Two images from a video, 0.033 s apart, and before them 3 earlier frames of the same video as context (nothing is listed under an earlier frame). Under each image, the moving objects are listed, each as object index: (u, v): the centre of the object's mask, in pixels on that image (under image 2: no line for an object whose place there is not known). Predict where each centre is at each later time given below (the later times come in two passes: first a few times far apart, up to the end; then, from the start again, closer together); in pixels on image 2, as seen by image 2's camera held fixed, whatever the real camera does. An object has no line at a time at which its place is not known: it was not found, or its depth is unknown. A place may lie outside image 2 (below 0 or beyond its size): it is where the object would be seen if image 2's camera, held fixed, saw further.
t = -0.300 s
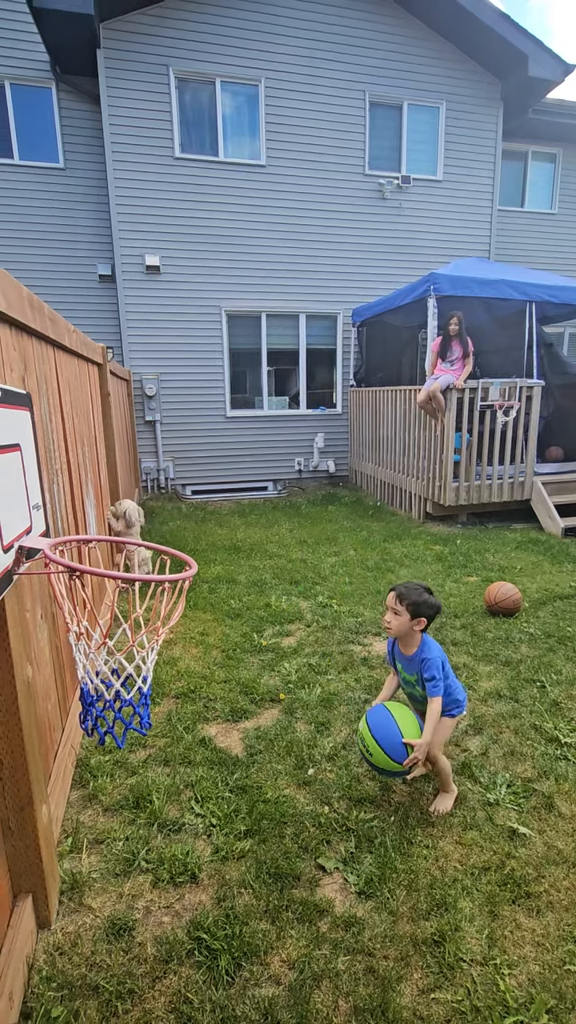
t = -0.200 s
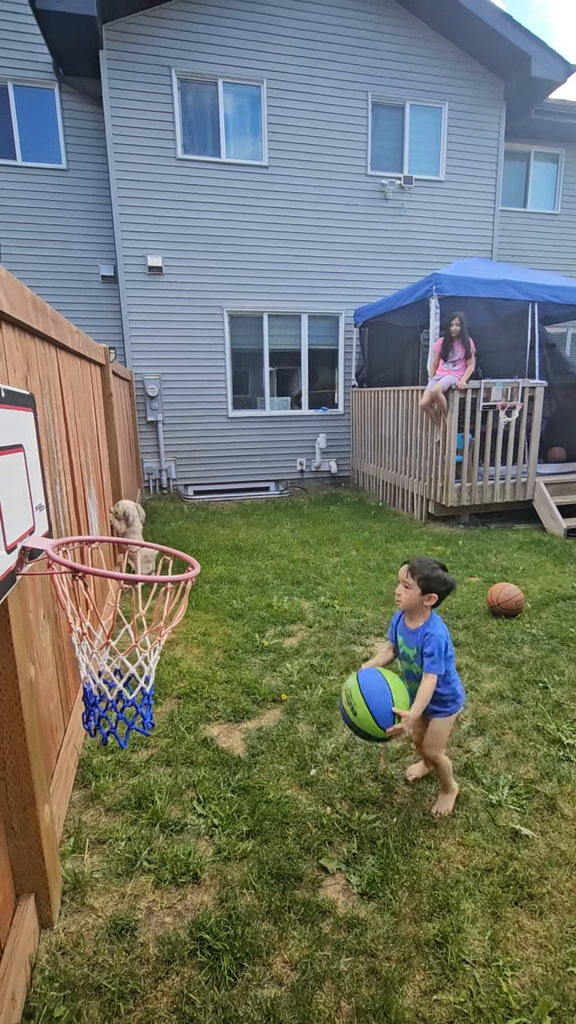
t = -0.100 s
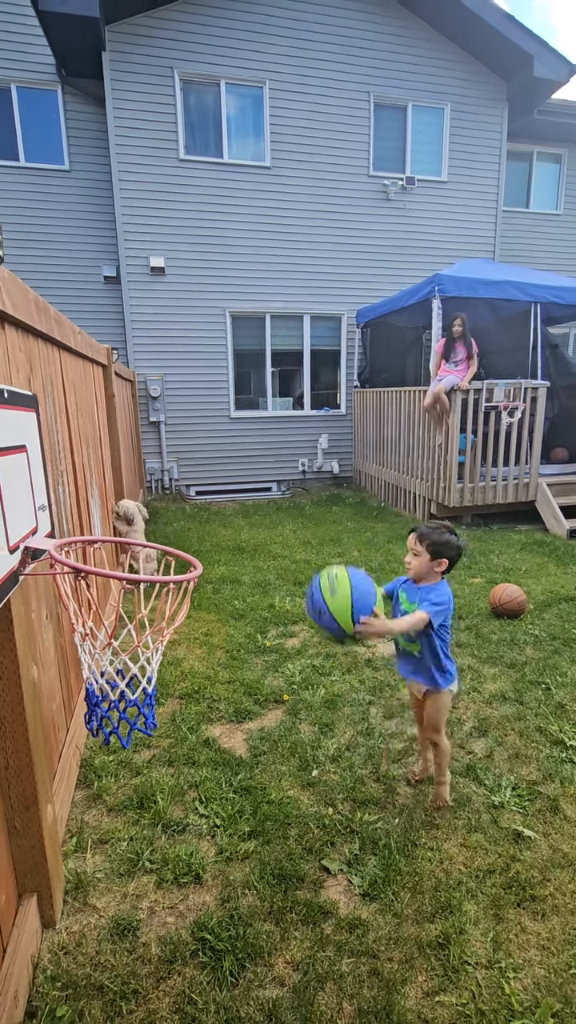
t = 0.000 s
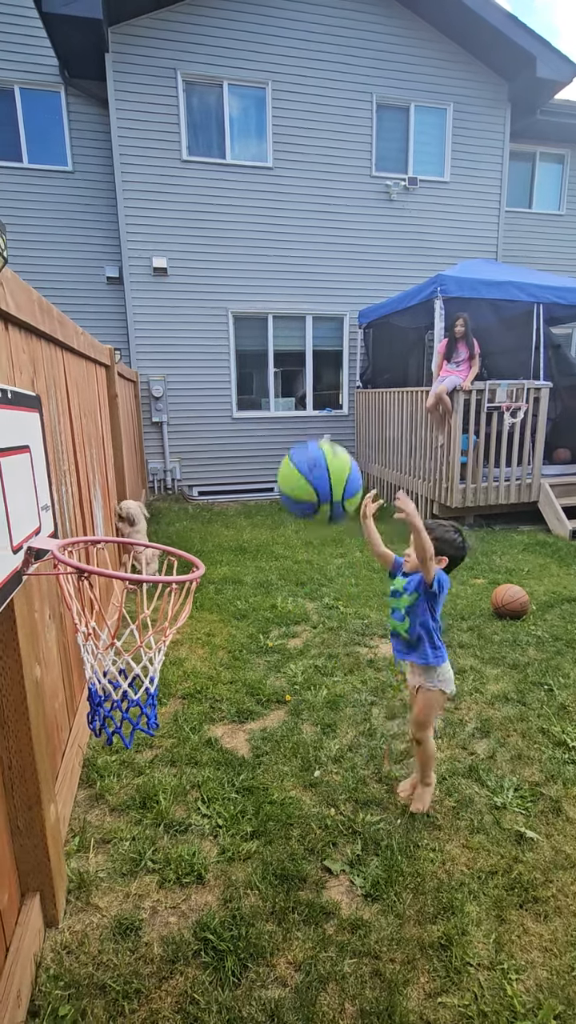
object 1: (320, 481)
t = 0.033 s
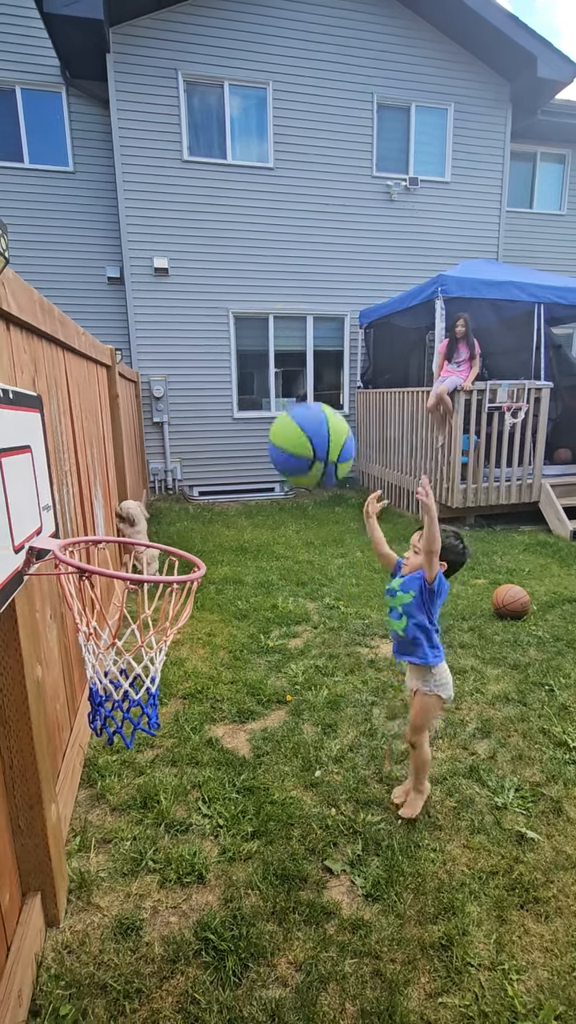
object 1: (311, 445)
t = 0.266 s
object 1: (241, 271)
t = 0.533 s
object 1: (163, 334)
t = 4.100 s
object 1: (415, 909)
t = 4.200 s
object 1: (415, 908)
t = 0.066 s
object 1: (302, 410)
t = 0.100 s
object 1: (292, 378)
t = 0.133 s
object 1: (281, 350)
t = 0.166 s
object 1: (272, 324)
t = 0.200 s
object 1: (261, 302)
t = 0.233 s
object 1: (251, 284)
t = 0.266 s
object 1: (241, 271)
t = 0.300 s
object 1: (231, 262)
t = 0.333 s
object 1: (221, 258)
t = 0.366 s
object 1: (210, 259)
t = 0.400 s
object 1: (200, 265)
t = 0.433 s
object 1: (190, 275)
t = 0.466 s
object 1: (181, 290)
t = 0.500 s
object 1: (171, 310)
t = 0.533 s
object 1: (163, 334)
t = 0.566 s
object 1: (150, 362)
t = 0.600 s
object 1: (141, 395)
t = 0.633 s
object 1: (132, 432)
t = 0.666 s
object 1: (124, 472)
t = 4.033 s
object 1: (414, 909)
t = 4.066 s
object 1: (414, 909)
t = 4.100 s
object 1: (415, 909)
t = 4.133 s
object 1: (415, 909)
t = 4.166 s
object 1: (415, 908)
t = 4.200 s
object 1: (415, 908)
